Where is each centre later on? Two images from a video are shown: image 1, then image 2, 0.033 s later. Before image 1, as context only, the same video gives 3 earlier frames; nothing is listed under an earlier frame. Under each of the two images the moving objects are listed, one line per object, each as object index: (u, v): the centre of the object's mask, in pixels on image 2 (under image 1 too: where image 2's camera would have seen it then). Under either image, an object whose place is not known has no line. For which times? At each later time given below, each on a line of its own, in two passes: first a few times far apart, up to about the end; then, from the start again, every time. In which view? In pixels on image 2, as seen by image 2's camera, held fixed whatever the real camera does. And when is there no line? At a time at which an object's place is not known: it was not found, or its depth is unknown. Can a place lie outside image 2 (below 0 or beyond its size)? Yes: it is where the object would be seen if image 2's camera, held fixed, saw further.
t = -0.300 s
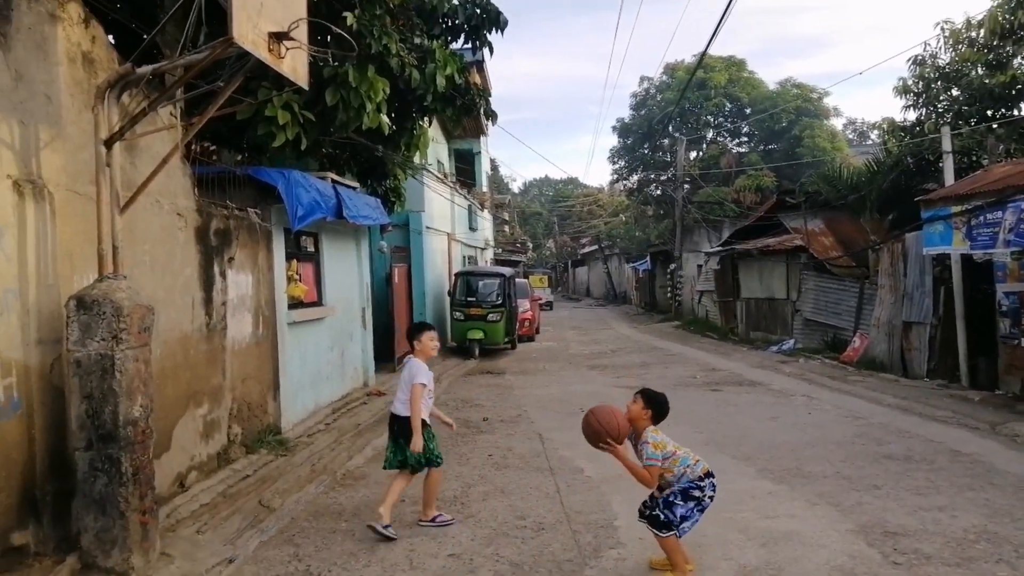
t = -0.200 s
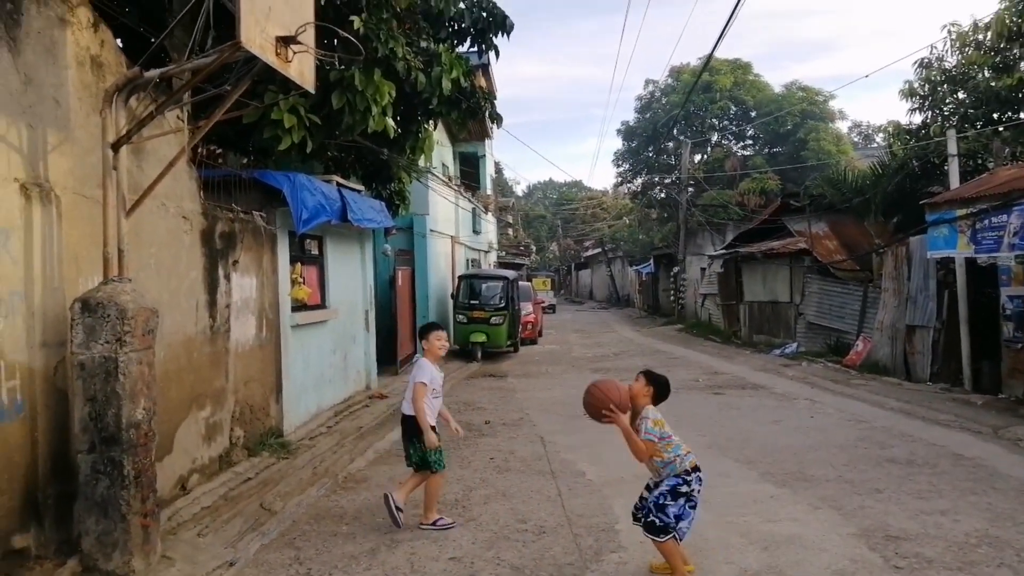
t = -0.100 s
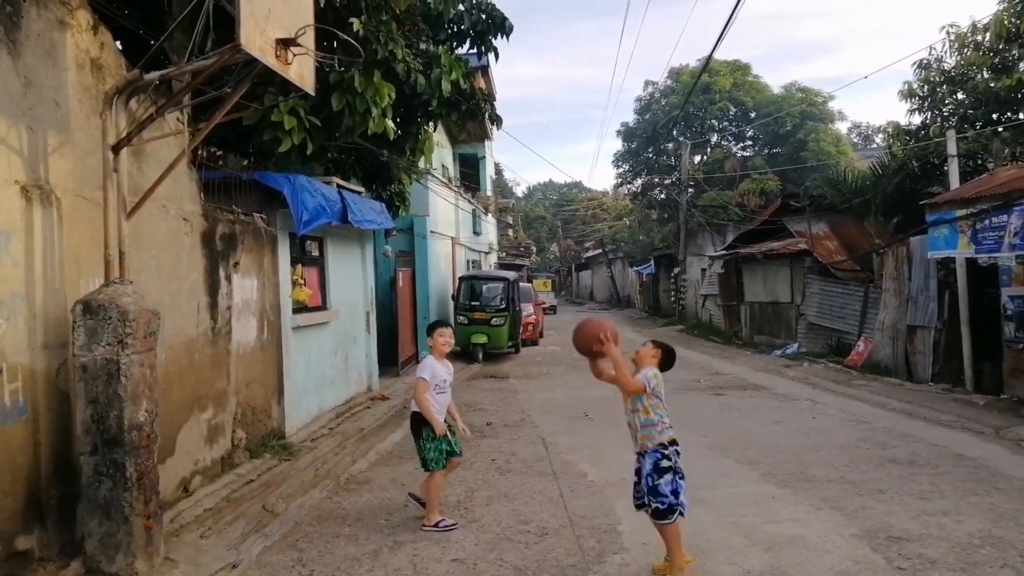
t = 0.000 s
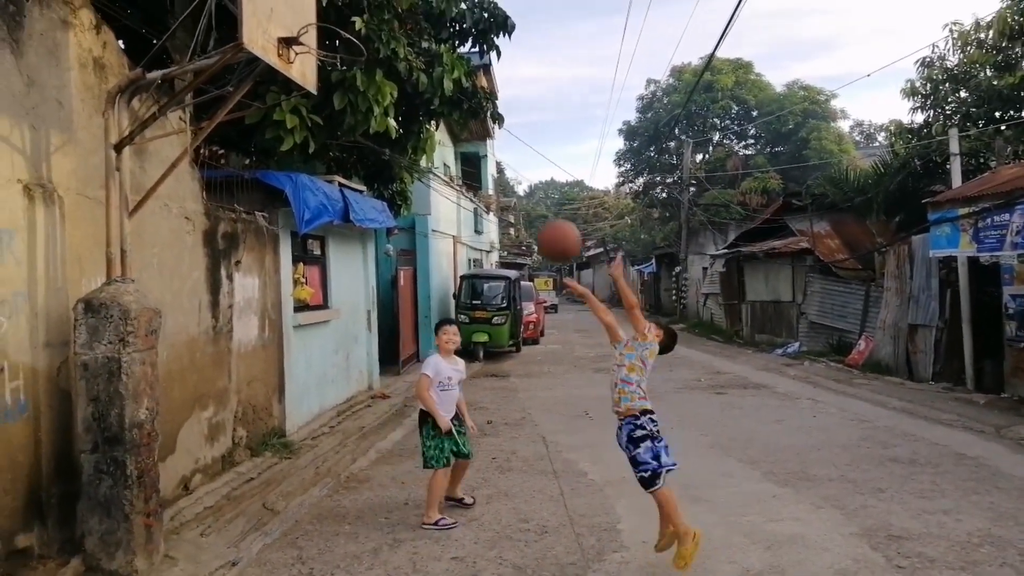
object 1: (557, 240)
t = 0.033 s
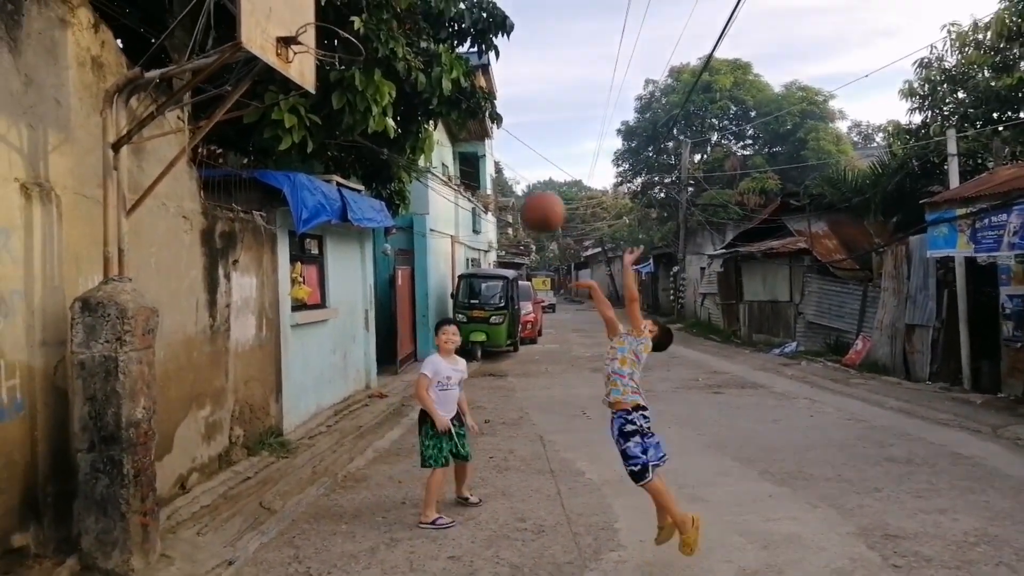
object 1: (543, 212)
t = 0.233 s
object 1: (458, 79)
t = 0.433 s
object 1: (380, 22)
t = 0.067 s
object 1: (529, 185)
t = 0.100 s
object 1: (514, 160)
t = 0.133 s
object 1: (500, 136)
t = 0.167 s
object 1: (486, 115)
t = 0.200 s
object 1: (473, 97)
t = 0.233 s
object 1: (458, 79)
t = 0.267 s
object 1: (442, 65)
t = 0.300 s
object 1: (428, 53)
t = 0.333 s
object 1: (416, 41)
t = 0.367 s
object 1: (405, 33)
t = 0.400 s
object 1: (393, 28)
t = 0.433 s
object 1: (380, 22)
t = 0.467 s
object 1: (367, 21)
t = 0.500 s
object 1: (355, 19)
